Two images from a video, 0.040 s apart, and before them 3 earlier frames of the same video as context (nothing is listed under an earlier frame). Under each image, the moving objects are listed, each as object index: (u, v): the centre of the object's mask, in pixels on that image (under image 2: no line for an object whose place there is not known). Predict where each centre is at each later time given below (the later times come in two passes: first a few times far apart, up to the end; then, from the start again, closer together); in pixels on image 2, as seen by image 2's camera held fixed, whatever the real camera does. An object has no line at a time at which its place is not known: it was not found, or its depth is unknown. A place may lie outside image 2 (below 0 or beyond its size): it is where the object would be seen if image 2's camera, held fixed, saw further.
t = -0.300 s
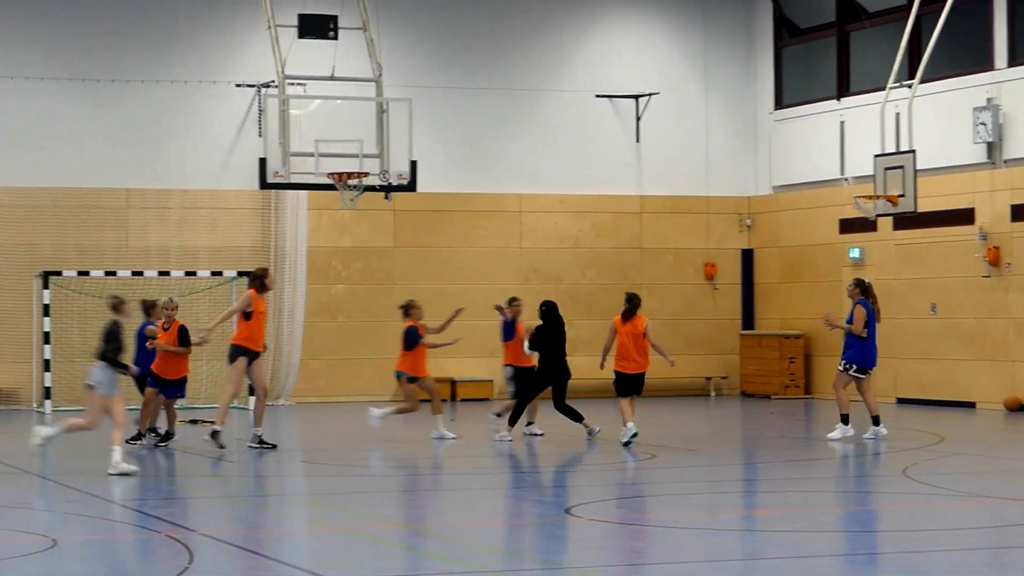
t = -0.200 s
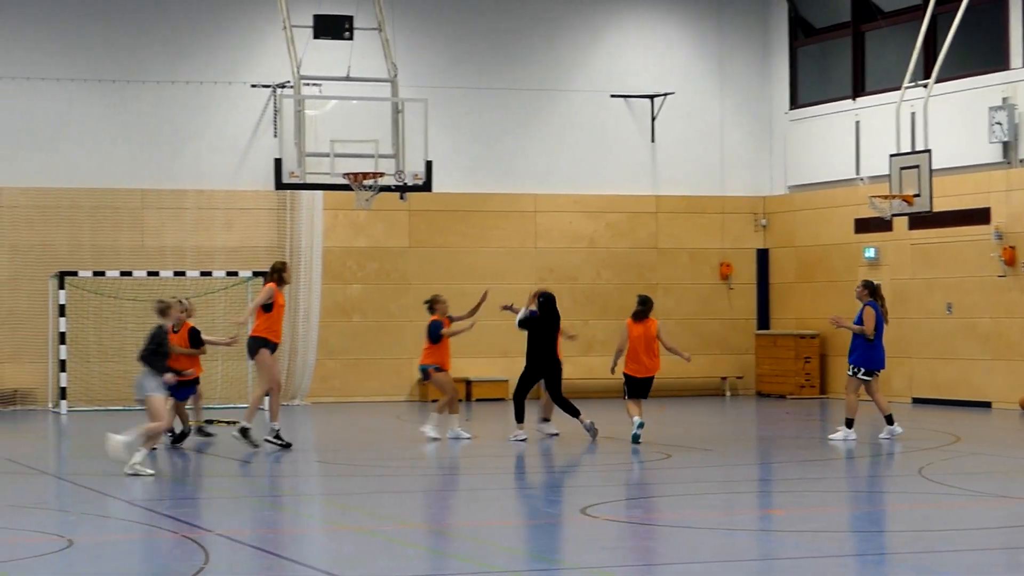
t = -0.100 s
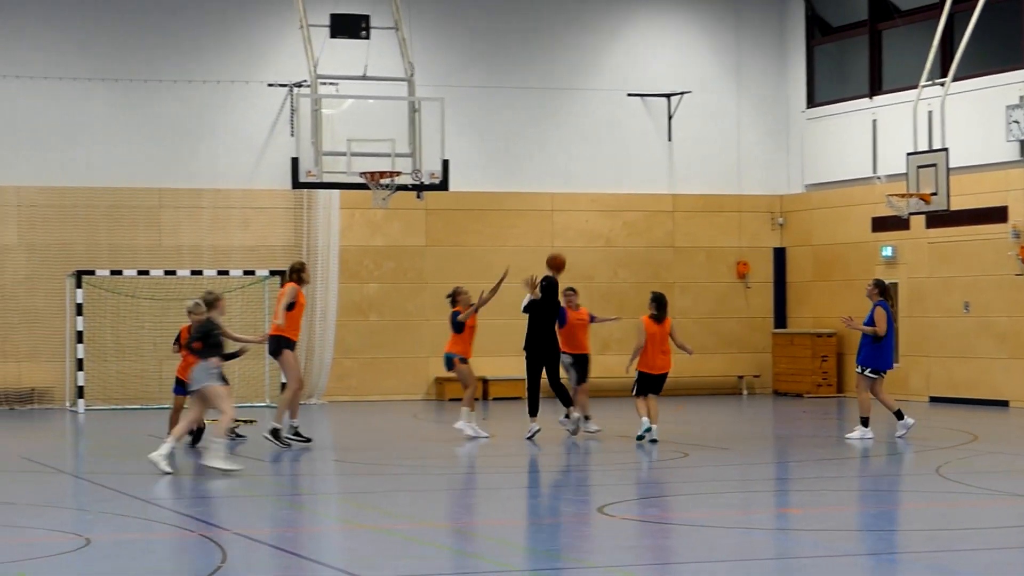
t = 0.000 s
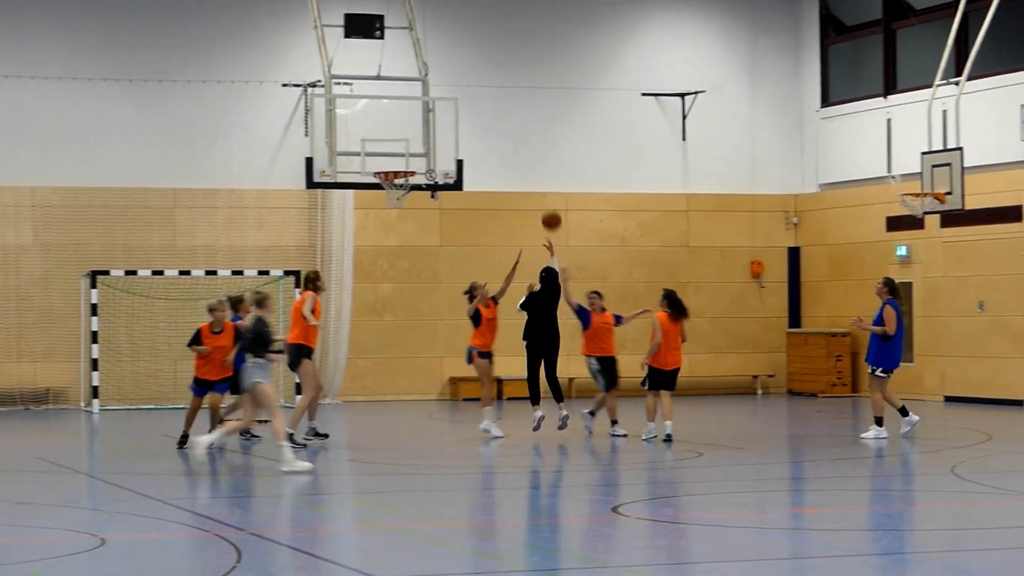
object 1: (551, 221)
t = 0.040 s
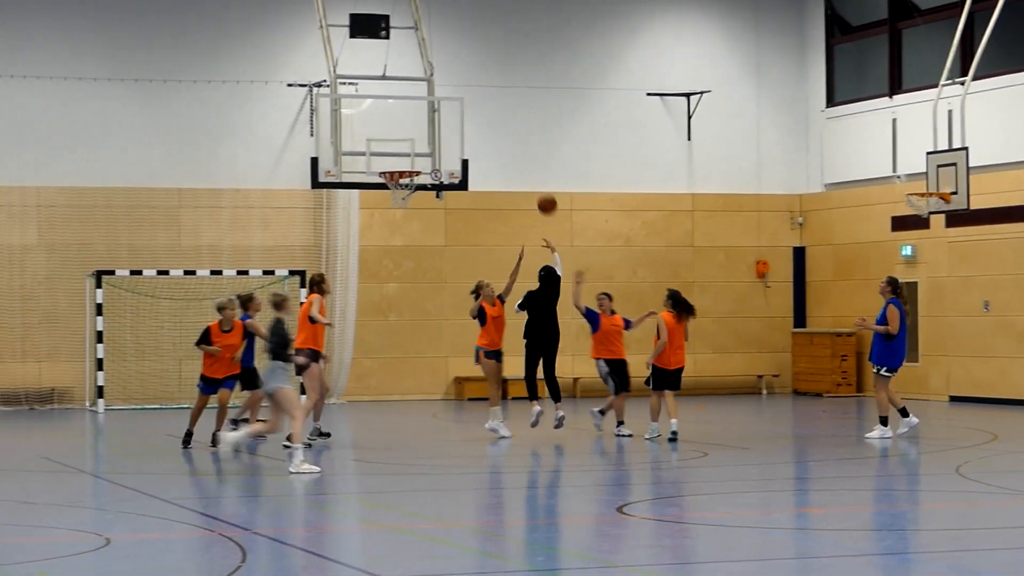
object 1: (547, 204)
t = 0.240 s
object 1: (498, 146)
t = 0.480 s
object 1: (447, 121)
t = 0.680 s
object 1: (410, 135)
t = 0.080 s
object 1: (537, 190)
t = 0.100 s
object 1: (532, 183)
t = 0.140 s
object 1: (523, 171)
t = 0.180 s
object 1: (512, 160)
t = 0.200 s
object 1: (508, 155)
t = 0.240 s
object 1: (498, 146)
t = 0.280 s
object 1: (490, 139)
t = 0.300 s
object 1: (485, 136)
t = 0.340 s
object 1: (476, 130)
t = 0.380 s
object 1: (468, 126)
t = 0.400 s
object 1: (464, 124)
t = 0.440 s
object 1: (455, 122)
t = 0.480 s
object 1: (447, 121)
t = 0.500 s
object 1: (442, 121)
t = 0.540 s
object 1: (433, 123)
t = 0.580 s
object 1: (424, 125)
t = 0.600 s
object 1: (420, 127)
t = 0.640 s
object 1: (413, 131)
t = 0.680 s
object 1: (410, 135)
